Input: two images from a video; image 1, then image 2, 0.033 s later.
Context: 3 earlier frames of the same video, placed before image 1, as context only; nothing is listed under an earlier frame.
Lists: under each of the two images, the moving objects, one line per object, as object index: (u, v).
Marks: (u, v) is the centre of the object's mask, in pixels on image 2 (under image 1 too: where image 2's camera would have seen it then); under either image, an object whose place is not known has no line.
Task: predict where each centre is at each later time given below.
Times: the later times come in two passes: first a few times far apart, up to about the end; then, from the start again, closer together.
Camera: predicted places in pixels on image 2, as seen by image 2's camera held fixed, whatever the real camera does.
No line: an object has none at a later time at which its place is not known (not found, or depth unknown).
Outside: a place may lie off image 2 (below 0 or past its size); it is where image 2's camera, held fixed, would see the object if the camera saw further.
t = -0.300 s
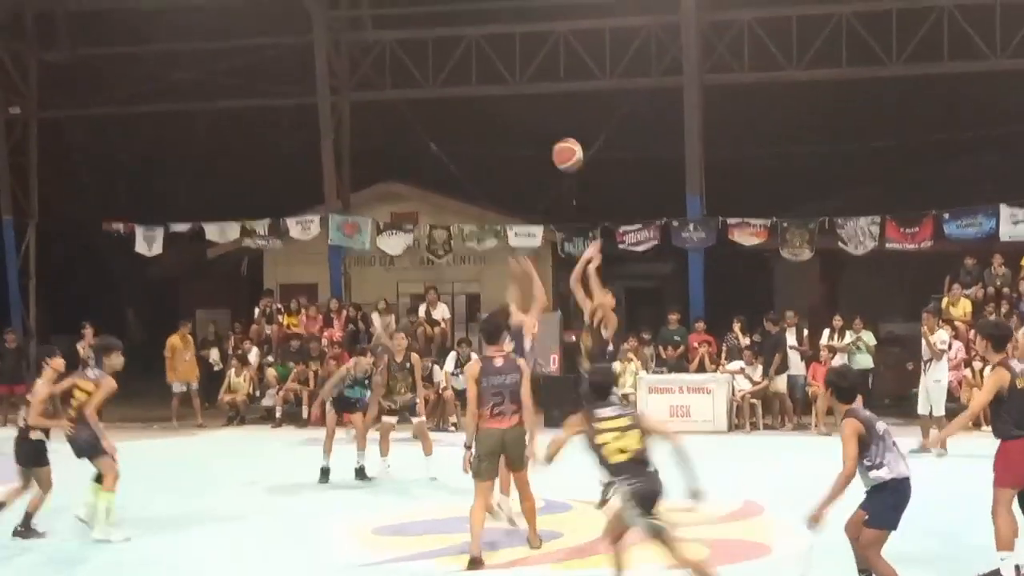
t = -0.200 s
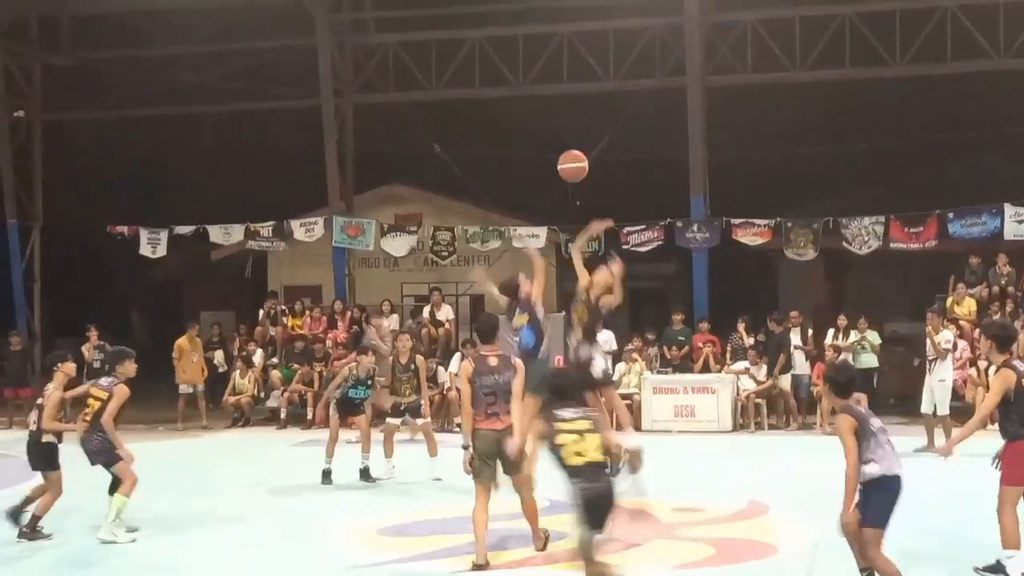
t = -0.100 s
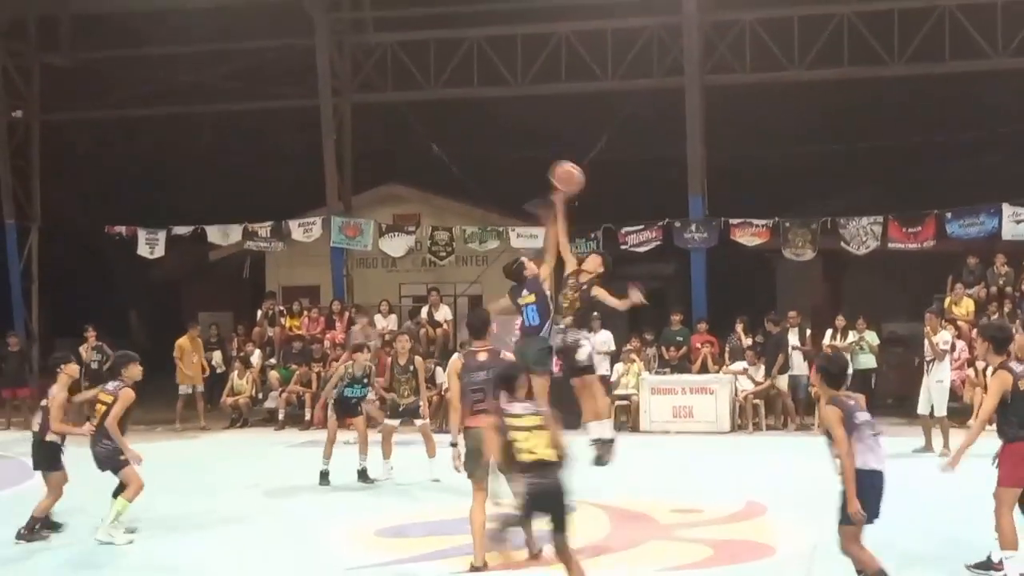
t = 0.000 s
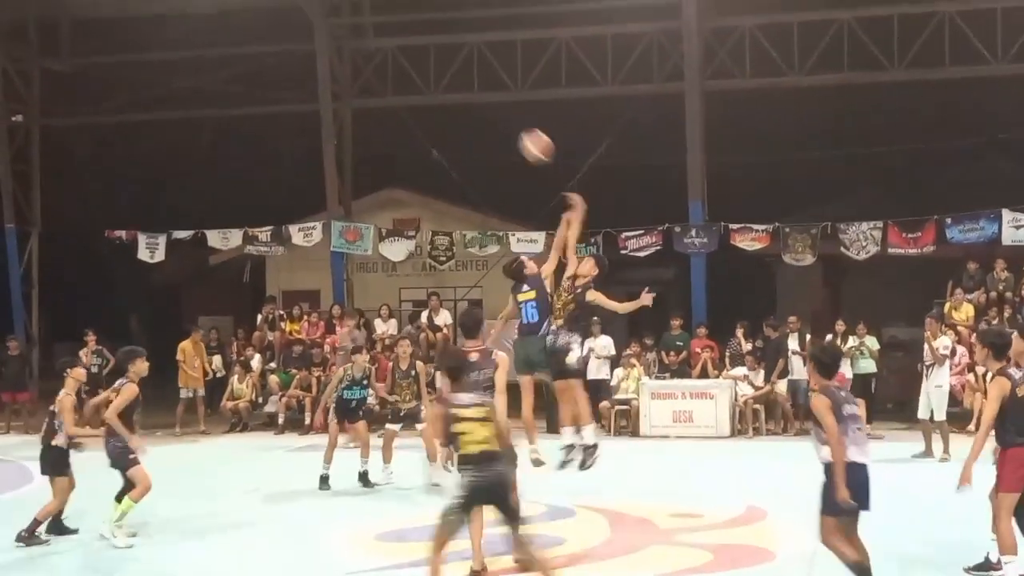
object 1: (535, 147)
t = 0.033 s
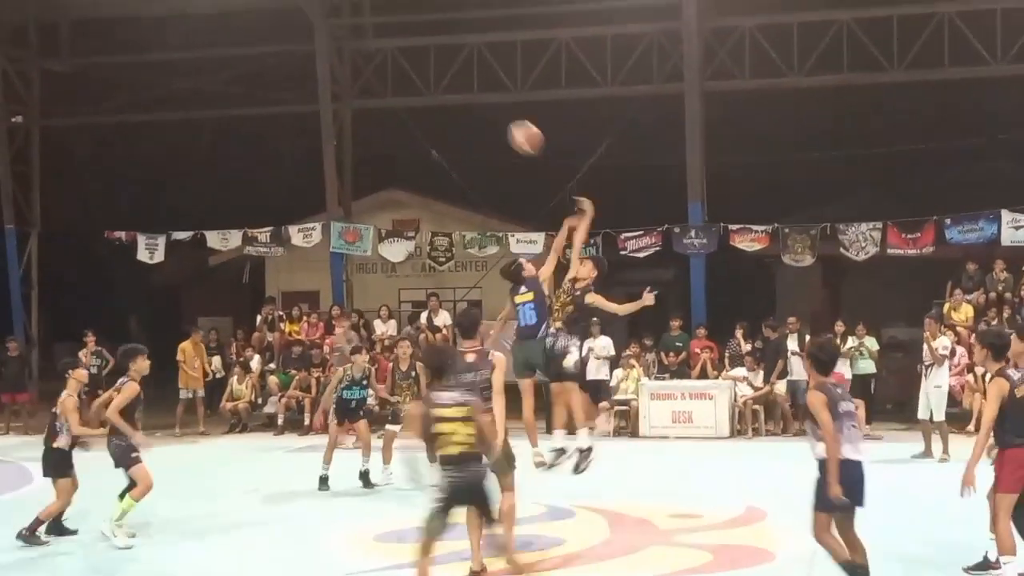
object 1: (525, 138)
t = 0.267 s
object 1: (455, 107)
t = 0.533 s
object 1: (382, 150)
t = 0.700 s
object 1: (339, 213)
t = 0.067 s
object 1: (515, 129)
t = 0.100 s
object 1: (504, 123)
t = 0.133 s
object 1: (494, 117)
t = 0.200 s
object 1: (475, 109)
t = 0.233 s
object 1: (464, 108)
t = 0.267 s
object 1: (455, 107)
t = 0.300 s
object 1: (446, 108)
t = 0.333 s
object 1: (437, 110)
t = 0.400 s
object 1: (418, 119)
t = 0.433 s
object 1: (408, 125)
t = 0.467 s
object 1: (399, 132)
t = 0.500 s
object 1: (390, 140)
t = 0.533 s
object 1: (382, 150)
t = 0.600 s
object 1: (364, 172)
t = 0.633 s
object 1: (356, 185)
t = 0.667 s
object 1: (348, 198)
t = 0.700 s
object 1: (339, 213)
